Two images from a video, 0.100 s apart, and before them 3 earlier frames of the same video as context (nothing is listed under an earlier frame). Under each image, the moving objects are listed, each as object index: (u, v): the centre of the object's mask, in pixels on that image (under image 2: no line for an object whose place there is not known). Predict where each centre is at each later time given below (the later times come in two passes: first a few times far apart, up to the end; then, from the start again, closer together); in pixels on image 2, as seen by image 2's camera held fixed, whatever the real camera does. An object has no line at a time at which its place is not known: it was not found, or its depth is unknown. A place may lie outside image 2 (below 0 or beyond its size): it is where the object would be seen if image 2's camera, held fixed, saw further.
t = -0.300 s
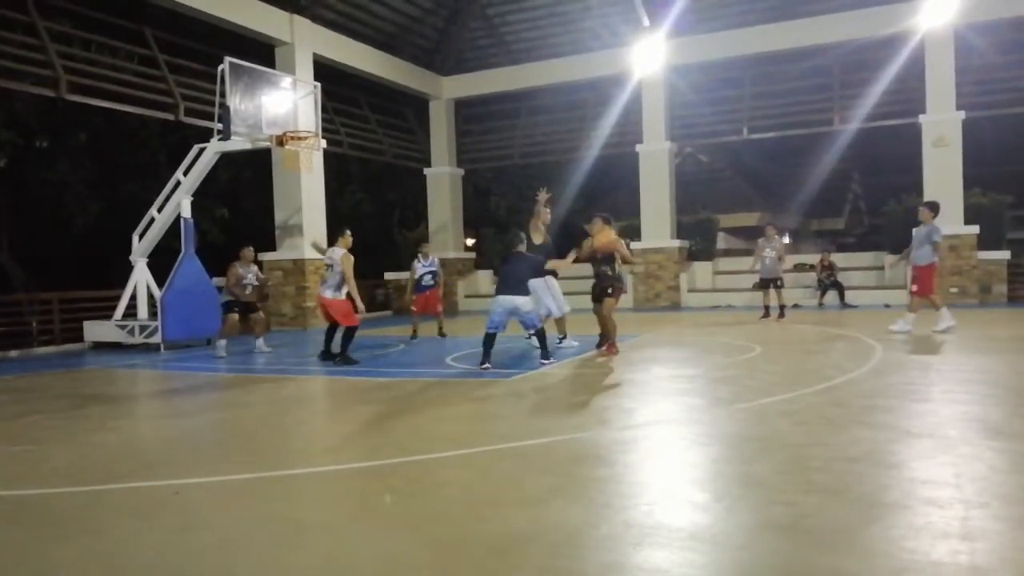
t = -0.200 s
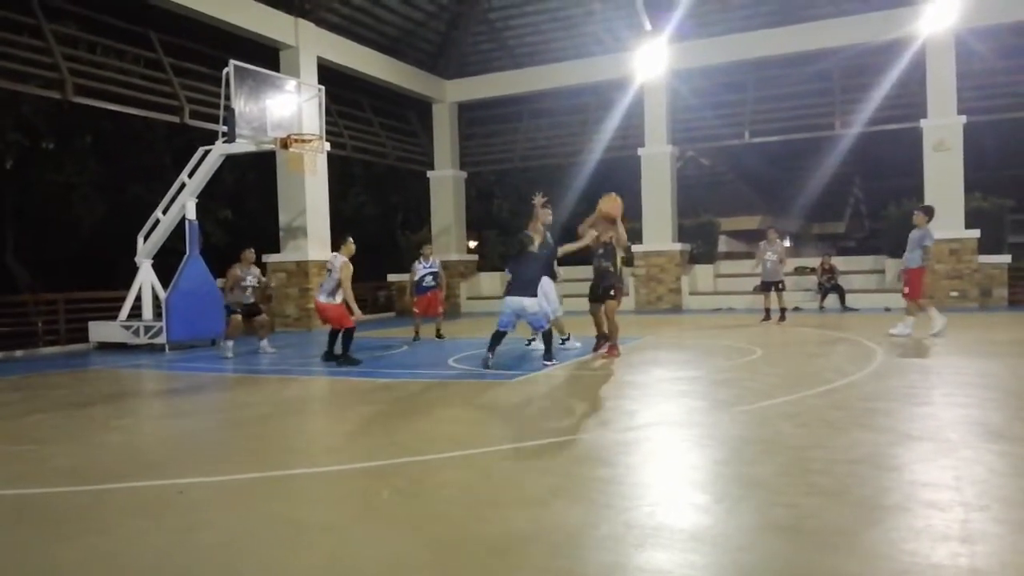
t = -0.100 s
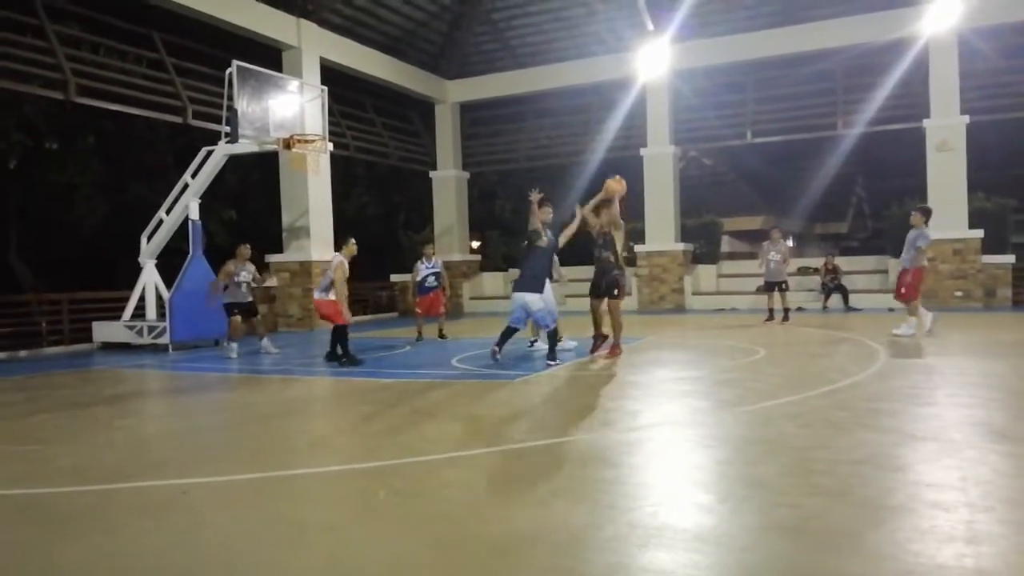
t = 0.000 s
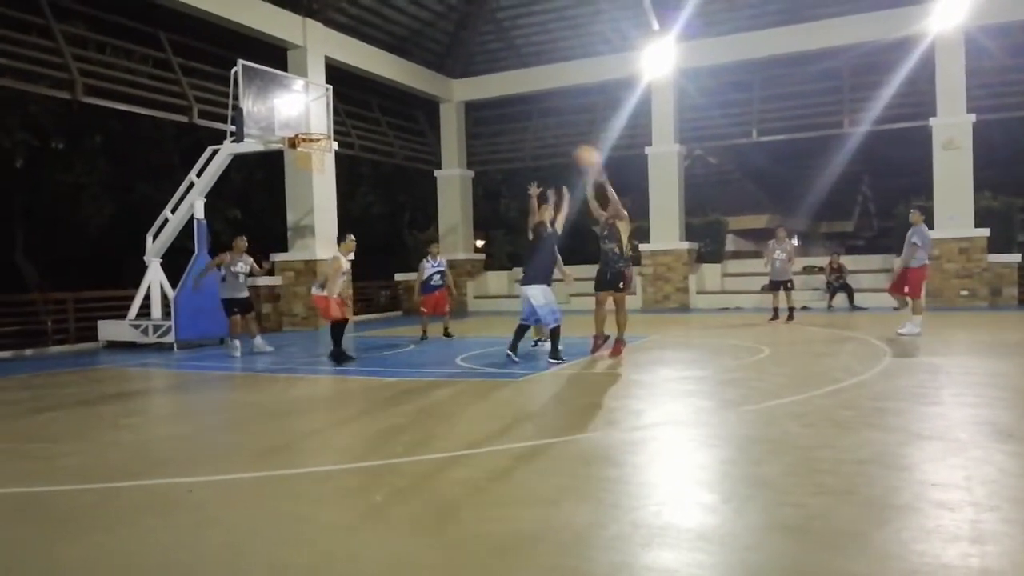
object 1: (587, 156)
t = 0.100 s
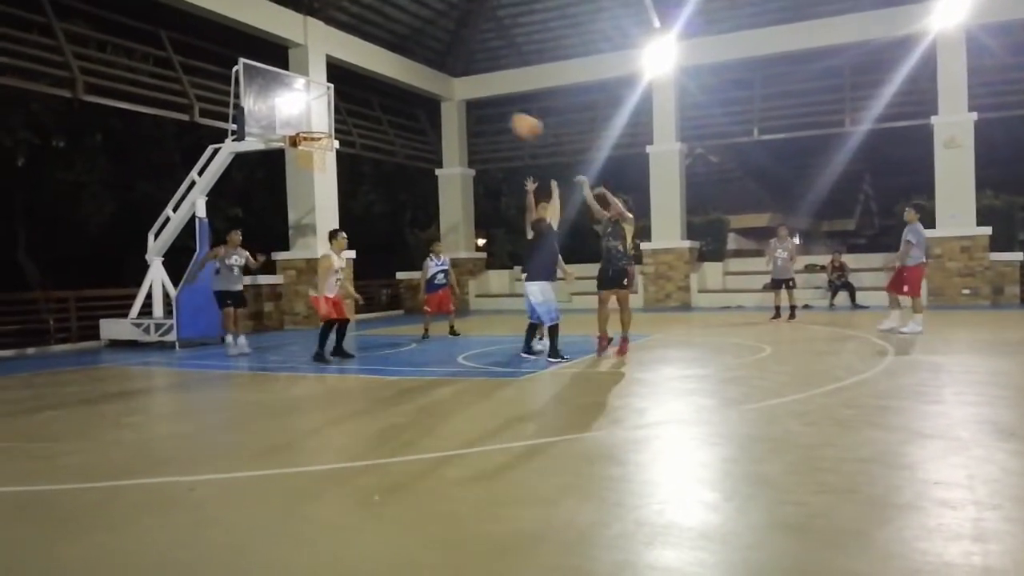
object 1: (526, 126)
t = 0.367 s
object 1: (324, 84)
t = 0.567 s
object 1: (119, 103)
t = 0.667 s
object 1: (0, 139)
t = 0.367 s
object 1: (324, 84)
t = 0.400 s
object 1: (288, 82)
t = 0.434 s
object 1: (256, 83)
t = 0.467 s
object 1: (223, 85)
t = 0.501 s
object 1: (192, 90)
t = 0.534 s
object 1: (156, 94)
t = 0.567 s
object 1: (119, 103)
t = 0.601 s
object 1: (81, 113)
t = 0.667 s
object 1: (0, 139)
